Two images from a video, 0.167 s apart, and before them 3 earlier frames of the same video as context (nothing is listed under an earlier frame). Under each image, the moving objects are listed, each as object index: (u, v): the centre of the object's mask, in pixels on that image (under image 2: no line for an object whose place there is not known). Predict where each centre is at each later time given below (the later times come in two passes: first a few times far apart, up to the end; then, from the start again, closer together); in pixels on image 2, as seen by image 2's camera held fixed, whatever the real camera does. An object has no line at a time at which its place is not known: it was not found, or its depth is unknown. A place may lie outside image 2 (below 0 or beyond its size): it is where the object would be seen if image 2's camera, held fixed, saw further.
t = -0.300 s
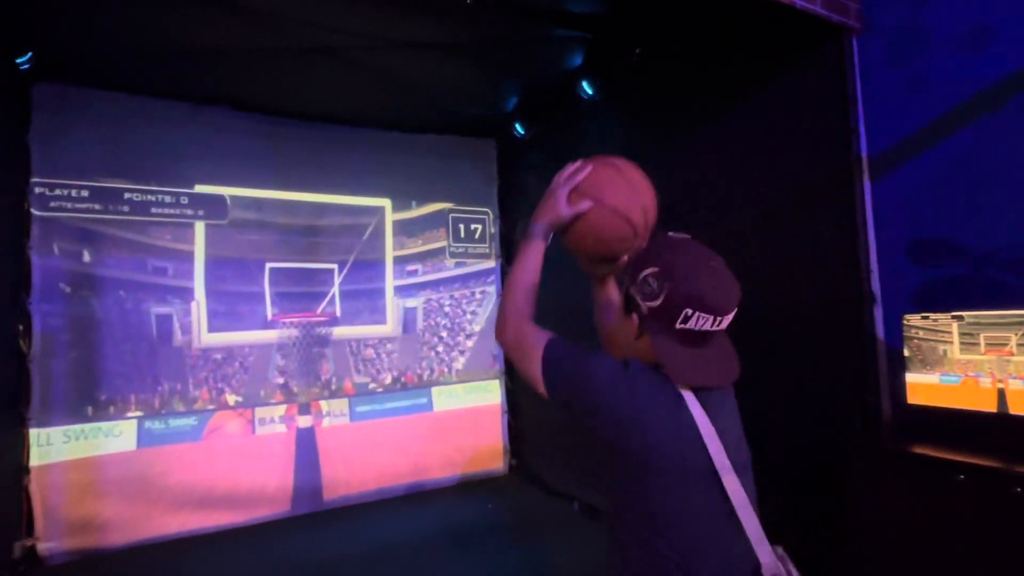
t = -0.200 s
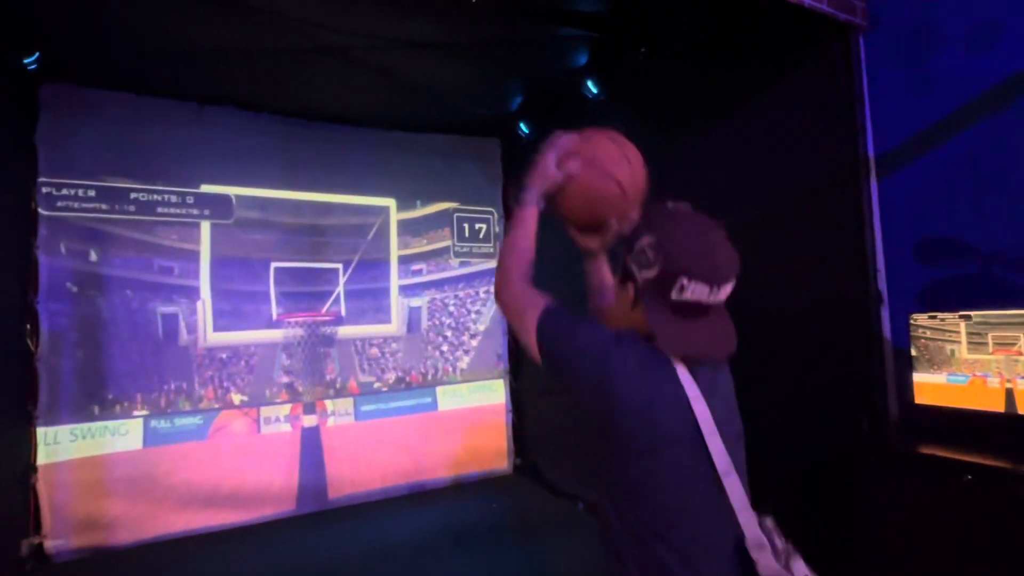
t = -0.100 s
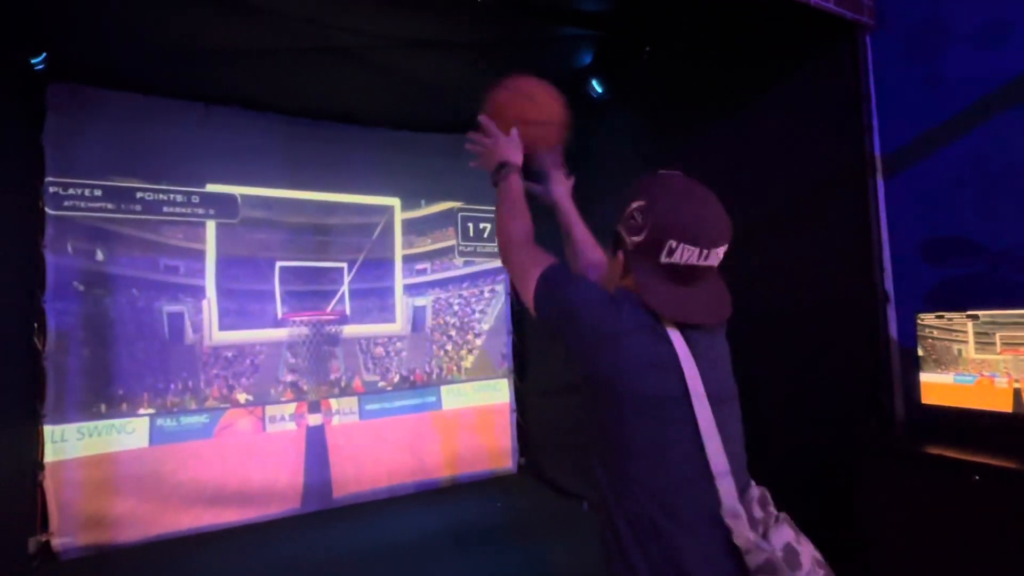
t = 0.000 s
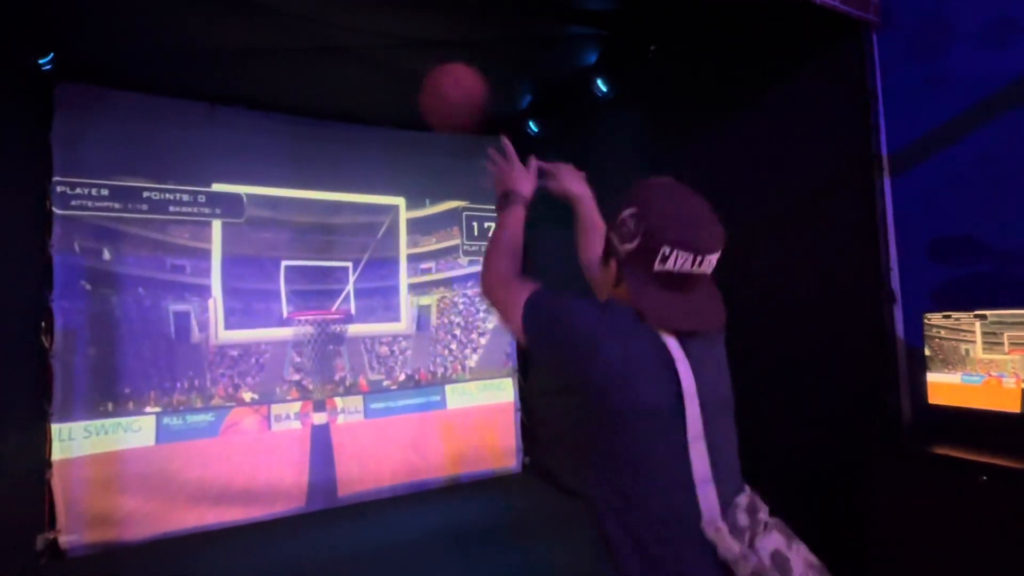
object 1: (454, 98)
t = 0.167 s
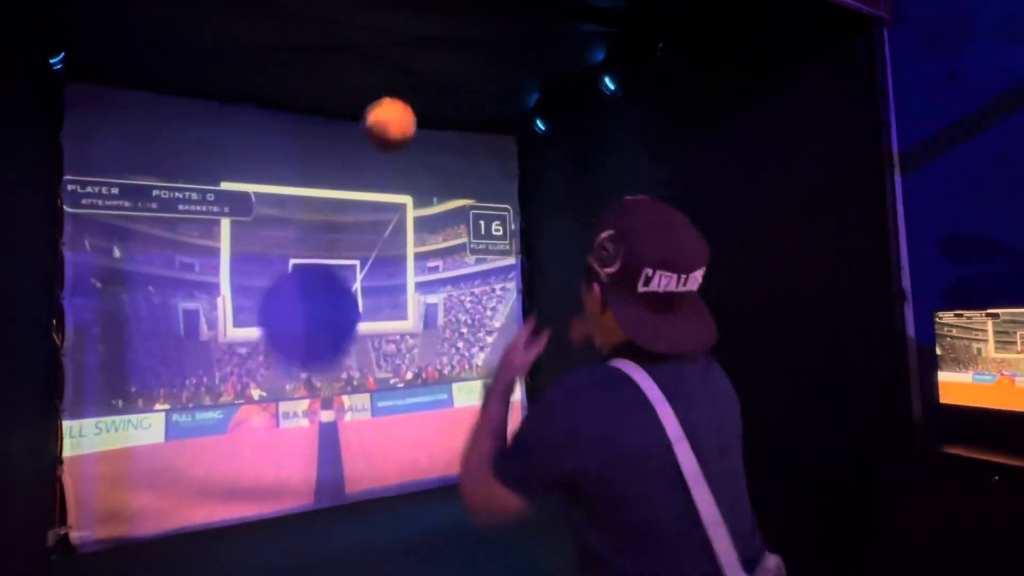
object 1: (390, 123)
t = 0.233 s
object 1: (371, 146)
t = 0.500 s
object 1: (317, 275)
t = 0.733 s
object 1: (321, 369)
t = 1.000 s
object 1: (336, 475)
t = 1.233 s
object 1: (360, 405)
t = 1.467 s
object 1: (395, 436)
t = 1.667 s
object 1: (441, 570)
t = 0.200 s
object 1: (380, 133)
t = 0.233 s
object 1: (371, 146)
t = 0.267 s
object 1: (363, 161)
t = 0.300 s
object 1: (354, 176)
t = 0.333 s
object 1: (346, 190)
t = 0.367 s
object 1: (339, 207)
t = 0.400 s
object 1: (332, 224)
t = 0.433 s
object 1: (326, 241)
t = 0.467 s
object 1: (322, 260)
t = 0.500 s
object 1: (317, 275)
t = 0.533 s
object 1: (317, 286)
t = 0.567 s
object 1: (320, 293)
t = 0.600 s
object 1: (318, 309)
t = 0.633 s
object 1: (318, 321)
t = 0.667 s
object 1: (319, 335)
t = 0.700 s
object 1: (320, 351)
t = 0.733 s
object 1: (321, 369)
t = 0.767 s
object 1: (322, 390)
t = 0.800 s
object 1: (323, 410)
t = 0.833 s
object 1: (326, 426)
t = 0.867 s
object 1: (328, 450)
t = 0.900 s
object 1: (329, 482)
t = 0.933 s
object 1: (331, 505)
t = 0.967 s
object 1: (334, 491)
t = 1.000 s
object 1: (336, 475)
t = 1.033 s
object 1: (339, 460)
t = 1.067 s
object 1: (342, 446)
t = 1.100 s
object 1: (346, 434)
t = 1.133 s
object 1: (349, 424)
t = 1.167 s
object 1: (352, 416)
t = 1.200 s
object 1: (356, 409)
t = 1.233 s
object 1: (360, 405)
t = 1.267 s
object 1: (364, 402)
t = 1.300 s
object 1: (369, 402)
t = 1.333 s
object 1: (374, 403)
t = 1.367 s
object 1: (379, 408)
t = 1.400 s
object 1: (385, 414)
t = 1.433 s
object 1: (390, 424)
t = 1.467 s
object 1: (395, 436)
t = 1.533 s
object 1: (408, 470)
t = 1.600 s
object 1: (424, 520)
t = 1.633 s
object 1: (432, 552)
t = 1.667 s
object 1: (441, 570)
